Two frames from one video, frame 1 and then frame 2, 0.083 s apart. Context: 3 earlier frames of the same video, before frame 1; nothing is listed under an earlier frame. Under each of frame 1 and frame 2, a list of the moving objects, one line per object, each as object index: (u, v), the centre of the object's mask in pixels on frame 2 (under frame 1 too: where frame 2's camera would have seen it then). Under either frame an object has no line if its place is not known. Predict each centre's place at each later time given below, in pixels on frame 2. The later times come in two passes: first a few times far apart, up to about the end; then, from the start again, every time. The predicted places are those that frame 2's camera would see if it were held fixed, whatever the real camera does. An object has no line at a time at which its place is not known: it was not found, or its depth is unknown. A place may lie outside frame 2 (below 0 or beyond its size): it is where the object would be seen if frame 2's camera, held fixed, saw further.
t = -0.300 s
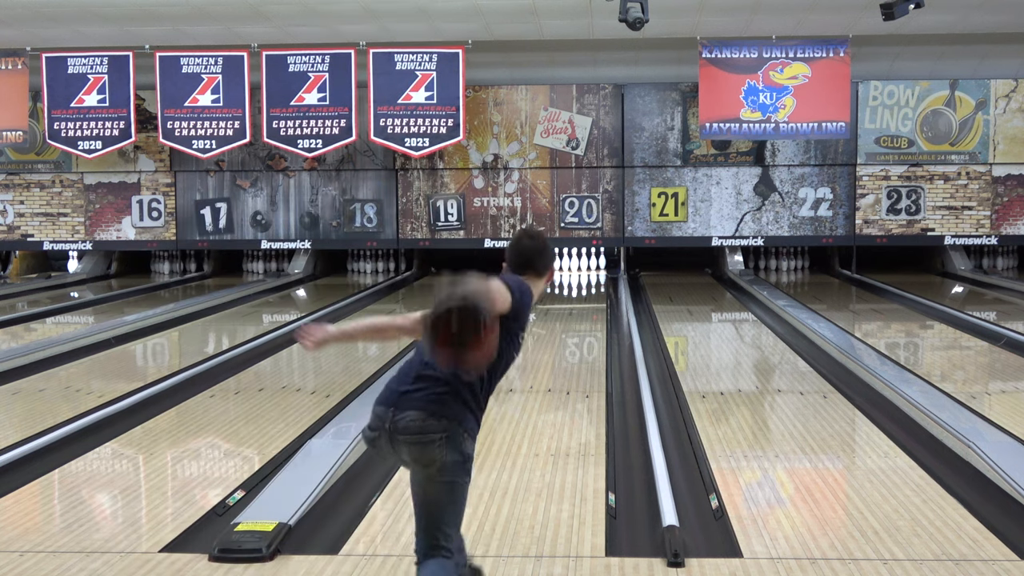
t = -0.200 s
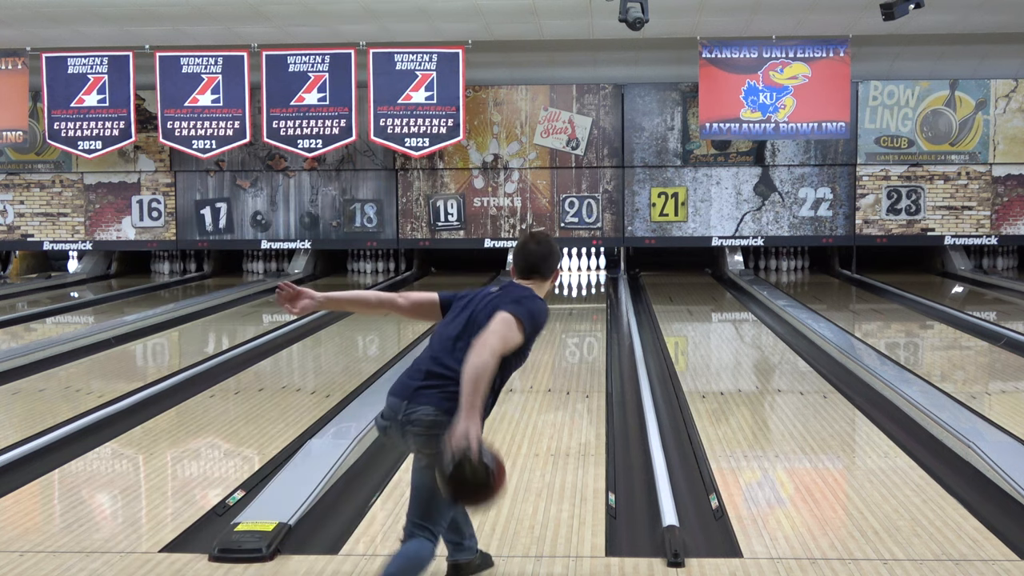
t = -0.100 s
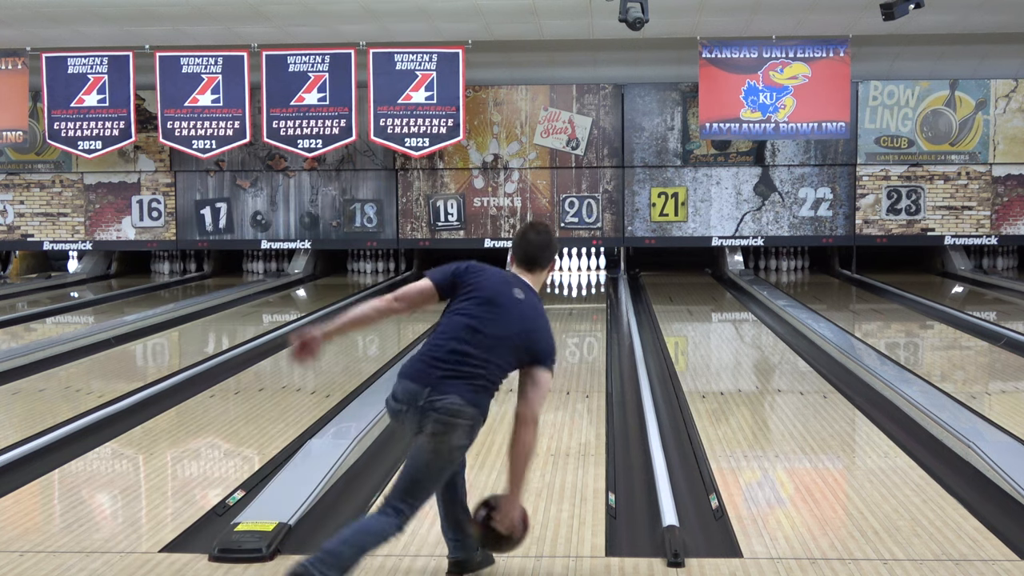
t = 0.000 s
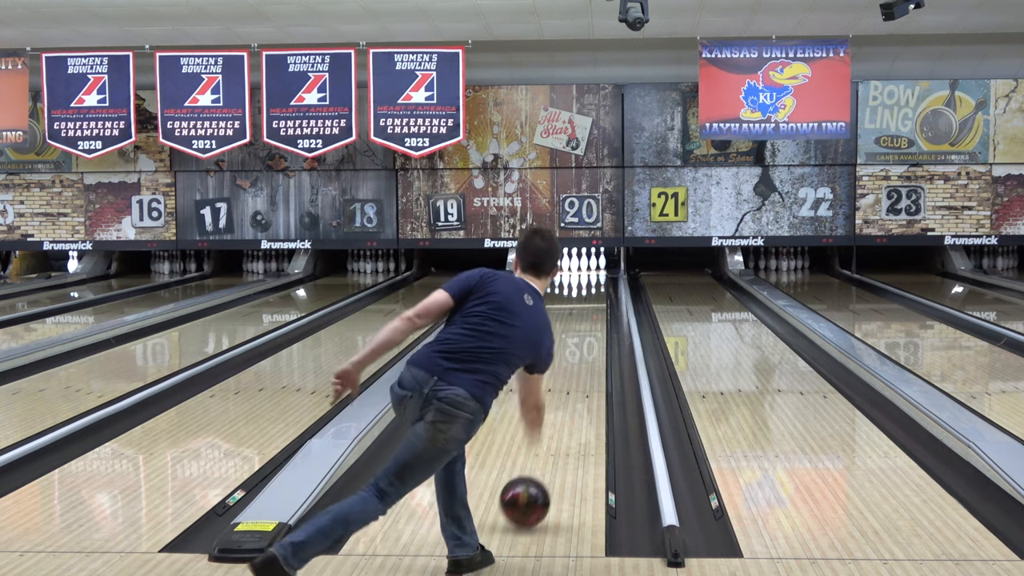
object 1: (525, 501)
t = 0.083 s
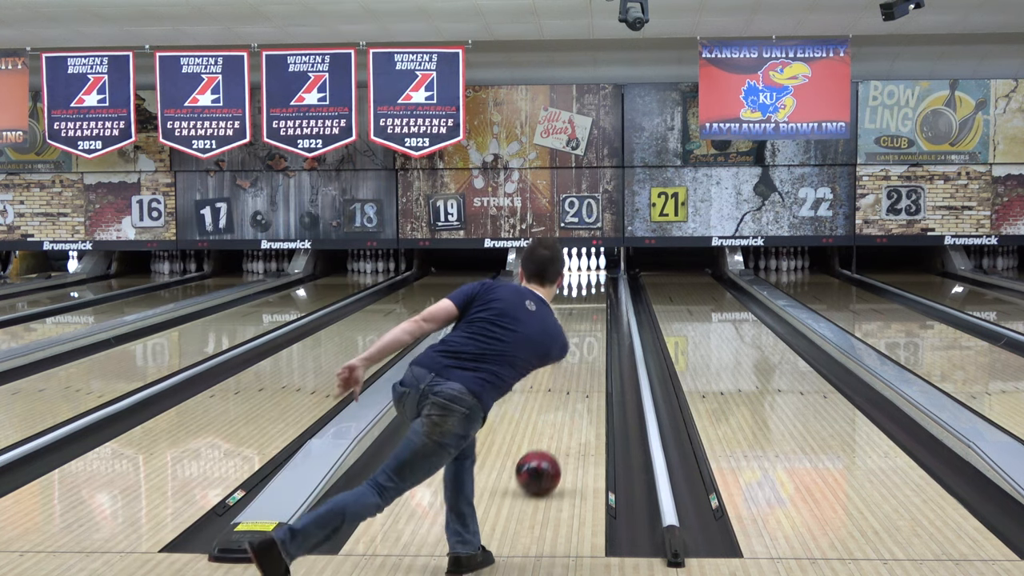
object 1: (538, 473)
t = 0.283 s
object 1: (561, 417)
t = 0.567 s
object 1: (583, 368)
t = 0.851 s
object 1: (593, 336)
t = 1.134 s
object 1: (598, 313)
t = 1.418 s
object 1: (601, 296)
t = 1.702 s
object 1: (599, 285)
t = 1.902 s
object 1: (595, 278)
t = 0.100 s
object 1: (541, 467)
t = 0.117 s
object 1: (543, 462)
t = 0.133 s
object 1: (545, 457)
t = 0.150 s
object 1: (547, 452)
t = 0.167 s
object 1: (549, 447)
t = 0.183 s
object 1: (551, 442)
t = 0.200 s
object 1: (553, 438)
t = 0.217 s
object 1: (554, 433)
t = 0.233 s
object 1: (556, 429)
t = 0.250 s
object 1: (558, 425)
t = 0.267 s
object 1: (560, 421)
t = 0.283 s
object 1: (561, 417)
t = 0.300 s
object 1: (563, 413)
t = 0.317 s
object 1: (564, 409)
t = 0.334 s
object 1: (565, 406)
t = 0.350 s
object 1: (567, 403)
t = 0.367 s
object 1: (568, 400)
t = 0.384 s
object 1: (569, 397)
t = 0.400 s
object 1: (571, 393)
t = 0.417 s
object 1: (572, 390)
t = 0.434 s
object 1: (573, 387)
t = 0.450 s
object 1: (574, 385)
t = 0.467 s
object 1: (577, 387)
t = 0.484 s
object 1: (584, 382)
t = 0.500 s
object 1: (582, 378)
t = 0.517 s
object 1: (582, 376)
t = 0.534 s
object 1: (582, 373)
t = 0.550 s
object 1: (583, 371)
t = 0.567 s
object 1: (583, 368)
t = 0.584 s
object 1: (584, 366)
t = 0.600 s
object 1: (584, 363)
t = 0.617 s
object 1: (585, 361)
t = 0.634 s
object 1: (585, 359)
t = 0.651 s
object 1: (586, 357)
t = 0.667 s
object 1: (586, 355)
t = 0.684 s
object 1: (587, 353)
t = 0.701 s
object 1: (588, 351)
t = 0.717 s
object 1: (589, 349)
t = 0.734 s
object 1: (589, 347)
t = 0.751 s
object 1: (590, 345)
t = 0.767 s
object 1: (590, 344)
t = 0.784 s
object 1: (591, 342)
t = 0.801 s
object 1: (592, 341)
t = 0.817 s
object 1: (592, 339)
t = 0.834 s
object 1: (593, 337)
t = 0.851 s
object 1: (593, 336)
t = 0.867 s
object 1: (594, 334)
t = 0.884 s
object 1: (594, 332)
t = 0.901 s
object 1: (594, 331)
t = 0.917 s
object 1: (595, 330)
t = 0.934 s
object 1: (595, 328)
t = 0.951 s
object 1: (595, 326)
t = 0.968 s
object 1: (595, 325)
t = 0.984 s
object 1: (595, 324)
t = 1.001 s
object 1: (596, 322)
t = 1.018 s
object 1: (596, 321)
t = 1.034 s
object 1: (596, 320)
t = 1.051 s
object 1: (596, 319)
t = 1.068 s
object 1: (597, 317)
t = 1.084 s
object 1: (597, 316)
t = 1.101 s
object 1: (597, 315)
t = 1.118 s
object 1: (597, 314)
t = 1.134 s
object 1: (598, 313)
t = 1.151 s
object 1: (598, 312)
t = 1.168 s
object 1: (598, 311)
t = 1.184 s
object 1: (598, 310)
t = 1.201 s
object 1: (598, 309)
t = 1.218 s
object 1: (599, 308)
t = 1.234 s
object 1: (599, 307)
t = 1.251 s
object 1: (599, 306)
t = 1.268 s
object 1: (599, 305)
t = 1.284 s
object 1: (599, 304)
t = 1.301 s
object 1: (600, 303)
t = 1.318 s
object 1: (600, 302)
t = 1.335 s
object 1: (600, 301)
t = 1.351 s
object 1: (599, 300)
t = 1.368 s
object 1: (599, 299)
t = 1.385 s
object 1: (600, 298)
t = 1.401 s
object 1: (600, 298)
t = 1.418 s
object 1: (601, 296)
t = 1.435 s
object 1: (600, 296)
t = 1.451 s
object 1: (600, 295)
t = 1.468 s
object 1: (600, 294)
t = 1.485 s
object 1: (600, 293)
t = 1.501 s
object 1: (600, 292)
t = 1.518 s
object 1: (600, 291)
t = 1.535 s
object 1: (600, 291)
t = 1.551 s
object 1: (600, 291)
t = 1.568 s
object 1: (600, 290)
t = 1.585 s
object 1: (599, 289)
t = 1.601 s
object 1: (600, 288)
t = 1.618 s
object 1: (600, 287)
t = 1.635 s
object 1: (600, 287)
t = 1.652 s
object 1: (599, 286)
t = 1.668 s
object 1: (599, 286)
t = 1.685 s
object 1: (599, 285)
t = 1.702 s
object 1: (599, 285)
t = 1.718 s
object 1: (599, 284)
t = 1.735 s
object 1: (599, 283)
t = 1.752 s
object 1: (598, 282)
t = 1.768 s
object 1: (598, 282)
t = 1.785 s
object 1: (598, 281)
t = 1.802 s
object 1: (598, 280)
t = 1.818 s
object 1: (597, 280)
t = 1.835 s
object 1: (597, 280)
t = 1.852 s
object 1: (596, 280)
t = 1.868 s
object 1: (596, 279)
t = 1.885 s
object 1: (595, 278)
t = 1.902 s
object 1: (595, 278)
